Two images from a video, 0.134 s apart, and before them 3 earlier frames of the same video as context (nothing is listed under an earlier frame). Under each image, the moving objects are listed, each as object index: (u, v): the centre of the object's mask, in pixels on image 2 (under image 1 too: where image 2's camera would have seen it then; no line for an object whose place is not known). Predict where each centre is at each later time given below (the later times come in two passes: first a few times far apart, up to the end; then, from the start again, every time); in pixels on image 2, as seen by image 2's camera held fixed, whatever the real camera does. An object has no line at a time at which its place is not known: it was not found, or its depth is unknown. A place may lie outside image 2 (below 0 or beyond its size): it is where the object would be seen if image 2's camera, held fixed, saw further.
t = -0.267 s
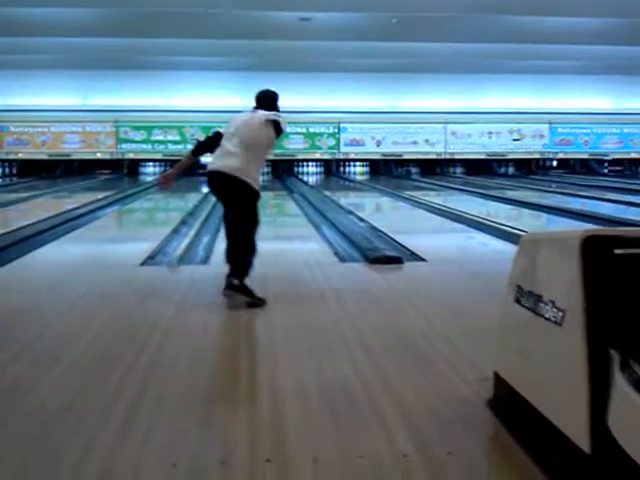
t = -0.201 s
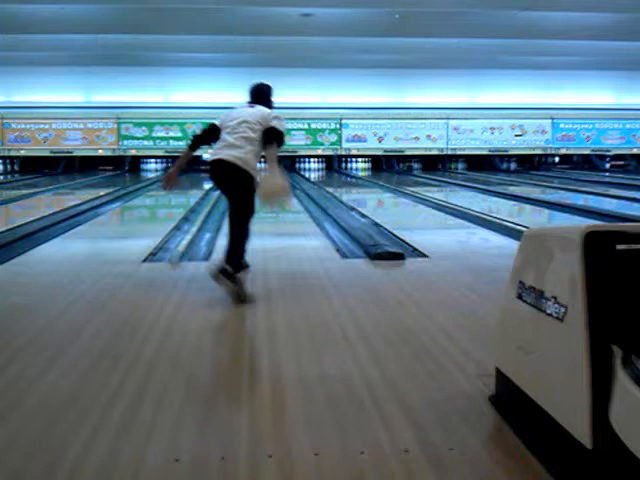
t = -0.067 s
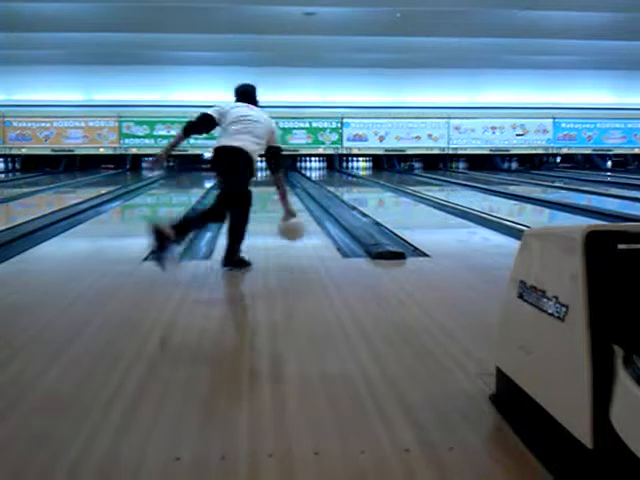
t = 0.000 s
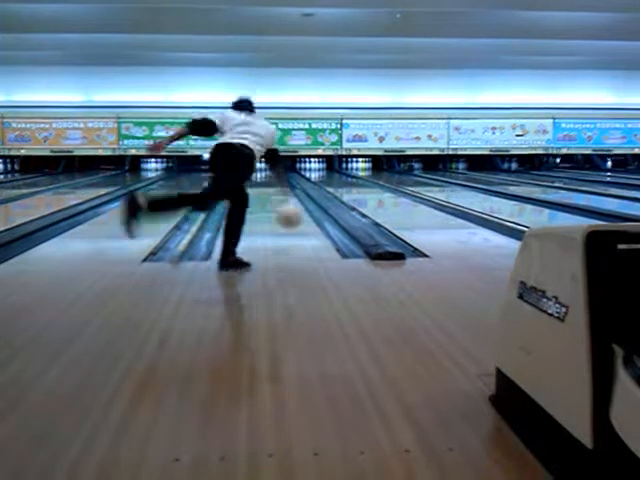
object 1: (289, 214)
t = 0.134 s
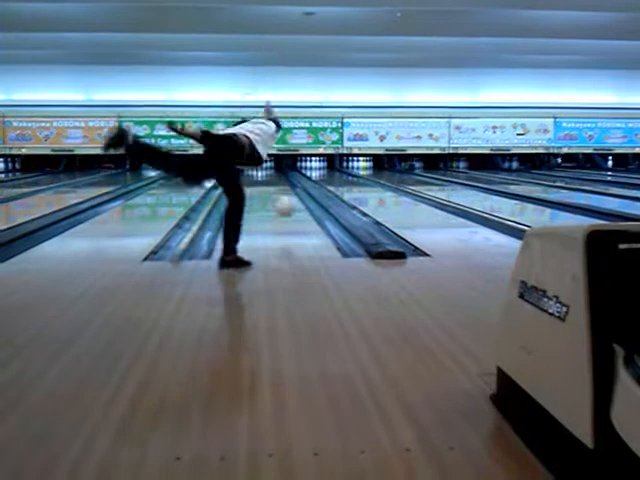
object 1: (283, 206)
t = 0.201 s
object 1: (283, 207)
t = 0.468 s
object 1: (279, 199)
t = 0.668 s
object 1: (277, 190)
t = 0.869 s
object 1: (274, 183)
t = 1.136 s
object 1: (272, 177)
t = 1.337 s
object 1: (270, 173)
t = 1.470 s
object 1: (268, 170)
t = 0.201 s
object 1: (283, 207)
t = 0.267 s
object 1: (282, 209)
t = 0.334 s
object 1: (281, 206)
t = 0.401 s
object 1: (280, 203)
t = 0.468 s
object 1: (279, 199)
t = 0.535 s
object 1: (278, 195)
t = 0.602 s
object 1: (277, 193)
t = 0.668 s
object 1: (277, 190)
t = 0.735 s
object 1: (276, 188)
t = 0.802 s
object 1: (275, 185)
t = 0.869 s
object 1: (274, 183)
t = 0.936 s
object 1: (274, 181)
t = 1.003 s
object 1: (273, 180)
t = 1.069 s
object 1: (272, 178)
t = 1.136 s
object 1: (272, 177)
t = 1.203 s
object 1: (271, 175)
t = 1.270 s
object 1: (270, 174)
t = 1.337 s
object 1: (270, 173)
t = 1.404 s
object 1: (269, 172)
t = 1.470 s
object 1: (268, 170)
